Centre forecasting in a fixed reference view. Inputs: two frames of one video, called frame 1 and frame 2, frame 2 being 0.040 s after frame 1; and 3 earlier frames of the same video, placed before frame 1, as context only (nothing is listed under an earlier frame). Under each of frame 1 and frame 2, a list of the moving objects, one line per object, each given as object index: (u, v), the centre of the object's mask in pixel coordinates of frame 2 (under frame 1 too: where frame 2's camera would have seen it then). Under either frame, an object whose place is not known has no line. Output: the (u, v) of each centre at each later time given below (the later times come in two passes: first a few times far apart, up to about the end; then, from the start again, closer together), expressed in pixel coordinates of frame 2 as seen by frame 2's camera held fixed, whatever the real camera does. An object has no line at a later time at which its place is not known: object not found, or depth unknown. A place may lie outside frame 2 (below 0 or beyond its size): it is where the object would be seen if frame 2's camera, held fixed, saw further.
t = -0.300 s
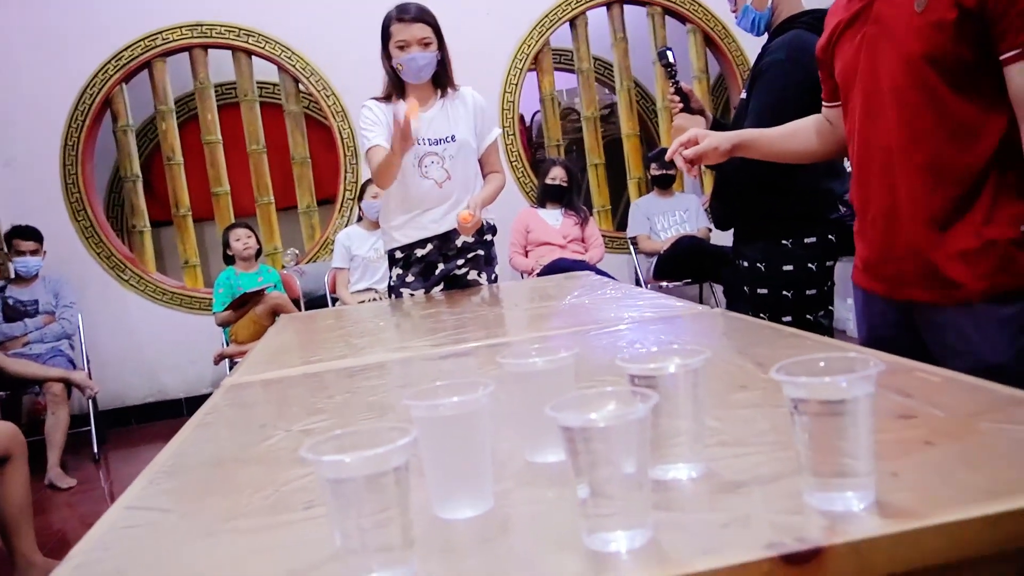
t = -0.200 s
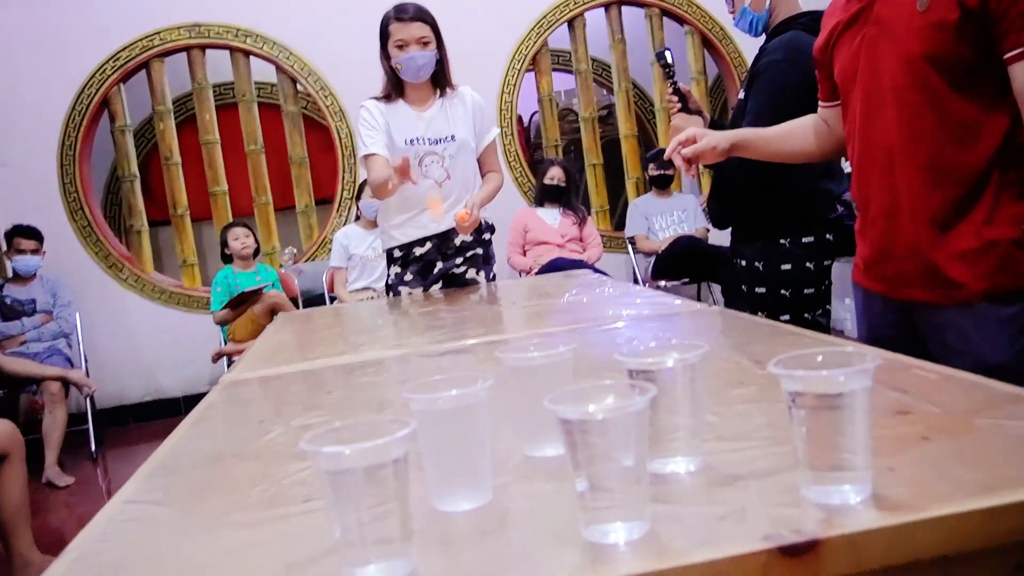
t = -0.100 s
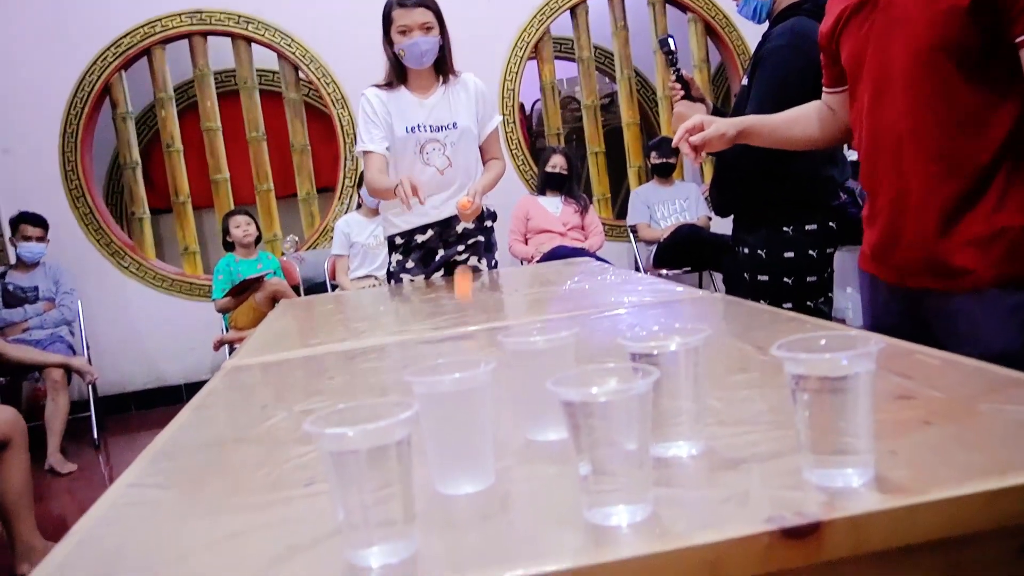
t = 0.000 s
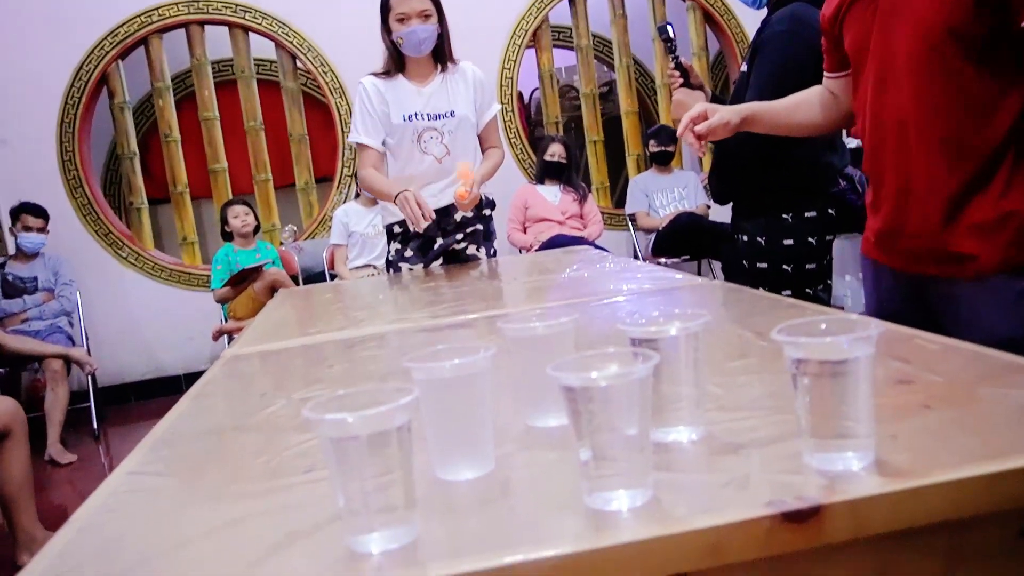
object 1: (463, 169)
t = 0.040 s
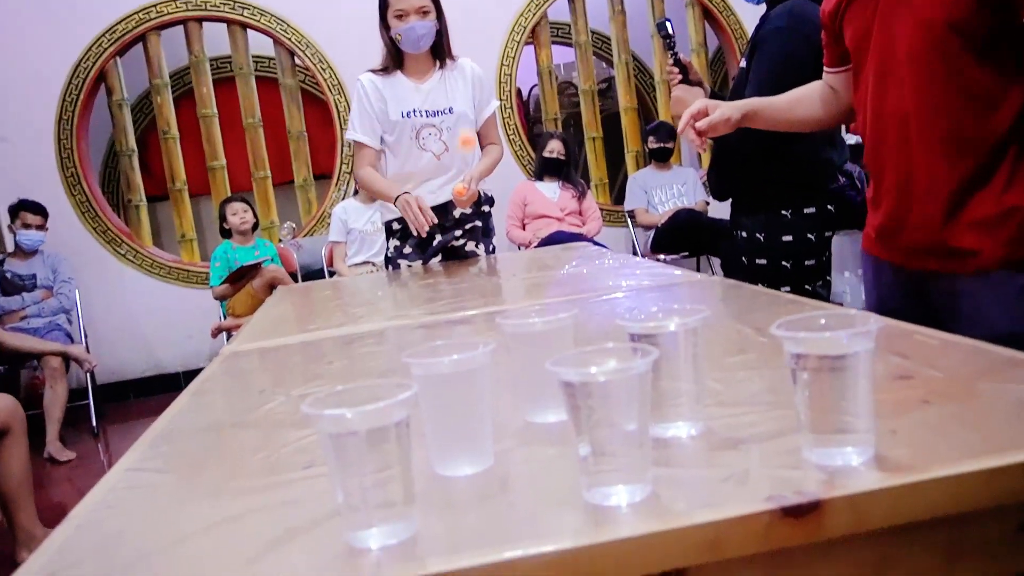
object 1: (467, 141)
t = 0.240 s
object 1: (501, 109)
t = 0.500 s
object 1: (573, 250)
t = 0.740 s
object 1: (607, 173)
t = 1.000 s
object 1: (672, 251)
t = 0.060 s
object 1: (470, 129)
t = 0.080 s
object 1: (472, 118)
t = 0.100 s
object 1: (474, 109)
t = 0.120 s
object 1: (477, 104)
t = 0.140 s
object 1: (480, 100)
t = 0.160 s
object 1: (483, 97)
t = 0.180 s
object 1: (487, 96)
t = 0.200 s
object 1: (491, 97)
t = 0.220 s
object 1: (496, 101)
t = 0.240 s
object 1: (501, 109)
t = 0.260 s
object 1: (506, 117)
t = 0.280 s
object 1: (512, 127)
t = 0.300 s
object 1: (517, 139)
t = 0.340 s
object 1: (530, 169)
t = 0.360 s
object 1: (536, 196)
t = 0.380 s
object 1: (544, 217)
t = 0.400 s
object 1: (553, 247)
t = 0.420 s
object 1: (560, 271)
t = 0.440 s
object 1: (570, 299)
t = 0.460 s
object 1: (573, 294)
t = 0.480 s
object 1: (573, 273)
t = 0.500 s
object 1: (573, 250)
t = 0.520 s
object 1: (573, 231)
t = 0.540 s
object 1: (575, 217)
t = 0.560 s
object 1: (576, 200)
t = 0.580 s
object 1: (578, 186)
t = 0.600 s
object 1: (580, 178)
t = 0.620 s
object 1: (583, 170)
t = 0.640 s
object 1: (586, 164)
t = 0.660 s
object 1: (589, 161)
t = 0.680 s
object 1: (593, 160)
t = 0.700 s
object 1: (598, 162)
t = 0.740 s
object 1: (607, 173)
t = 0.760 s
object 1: (612, 183)
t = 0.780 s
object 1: (618, 196)
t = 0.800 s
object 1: (625, 210)
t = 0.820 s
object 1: (633, 232)
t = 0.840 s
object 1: (639, 250)
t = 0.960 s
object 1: (668, 278)
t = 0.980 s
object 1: (669, 262)
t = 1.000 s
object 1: (672, 251)
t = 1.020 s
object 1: (674, 243)
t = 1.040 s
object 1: (677, 235)
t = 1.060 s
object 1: (681, 230)
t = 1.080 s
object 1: (685, 228)
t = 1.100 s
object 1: (689, 229)
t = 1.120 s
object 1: (694, 234)
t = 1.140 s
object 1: (699, 242)
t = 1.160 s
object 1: (704, 254)
